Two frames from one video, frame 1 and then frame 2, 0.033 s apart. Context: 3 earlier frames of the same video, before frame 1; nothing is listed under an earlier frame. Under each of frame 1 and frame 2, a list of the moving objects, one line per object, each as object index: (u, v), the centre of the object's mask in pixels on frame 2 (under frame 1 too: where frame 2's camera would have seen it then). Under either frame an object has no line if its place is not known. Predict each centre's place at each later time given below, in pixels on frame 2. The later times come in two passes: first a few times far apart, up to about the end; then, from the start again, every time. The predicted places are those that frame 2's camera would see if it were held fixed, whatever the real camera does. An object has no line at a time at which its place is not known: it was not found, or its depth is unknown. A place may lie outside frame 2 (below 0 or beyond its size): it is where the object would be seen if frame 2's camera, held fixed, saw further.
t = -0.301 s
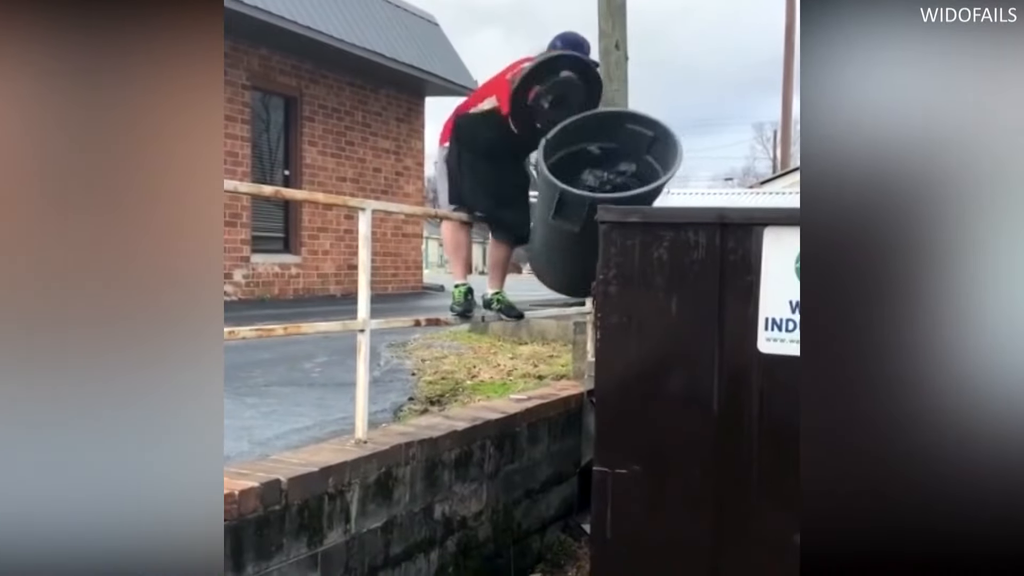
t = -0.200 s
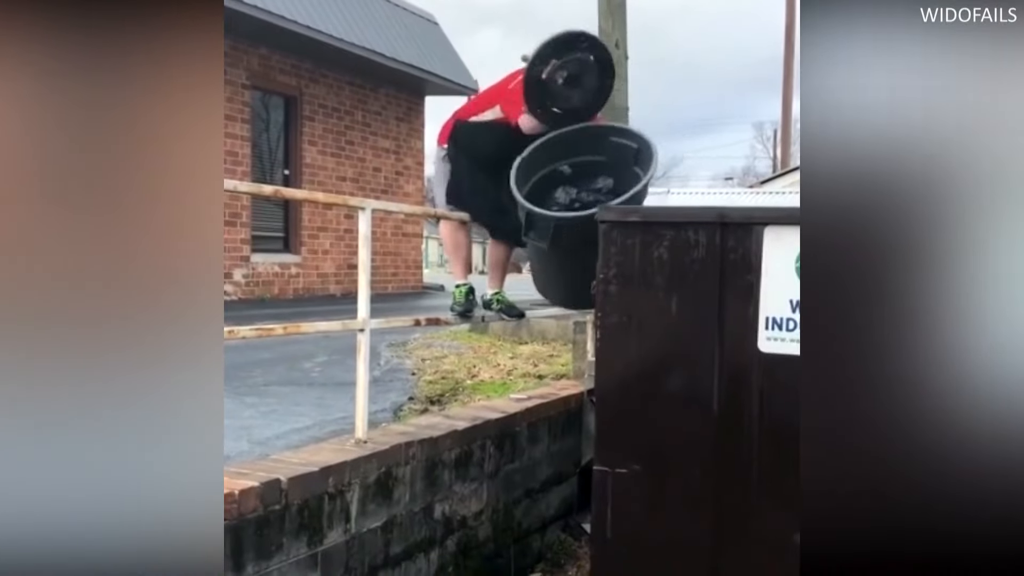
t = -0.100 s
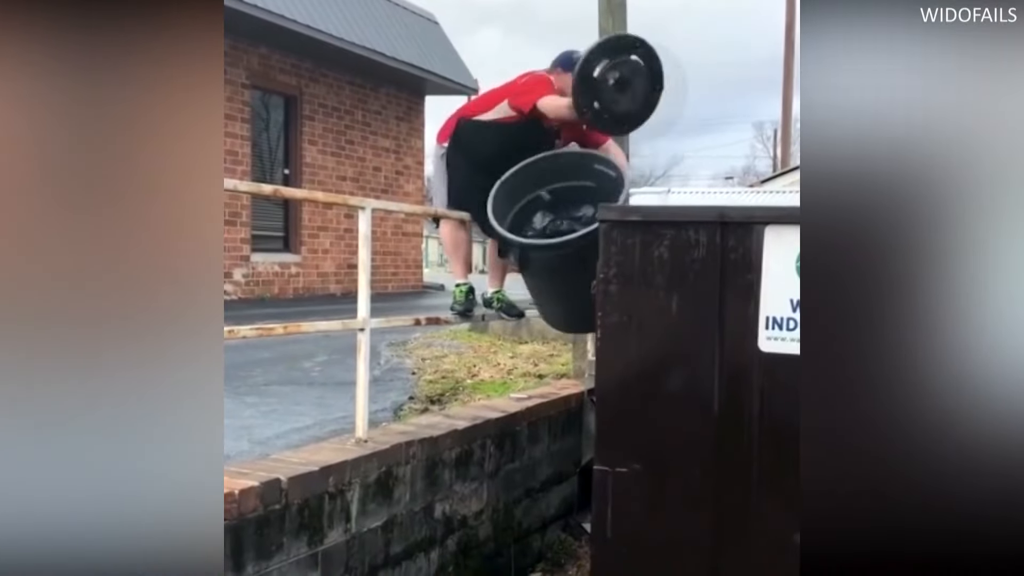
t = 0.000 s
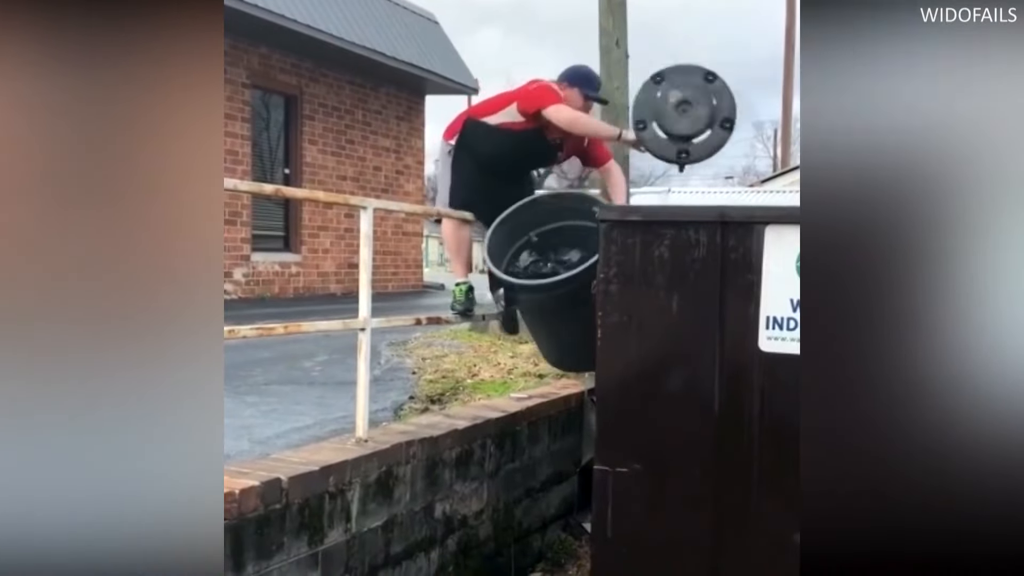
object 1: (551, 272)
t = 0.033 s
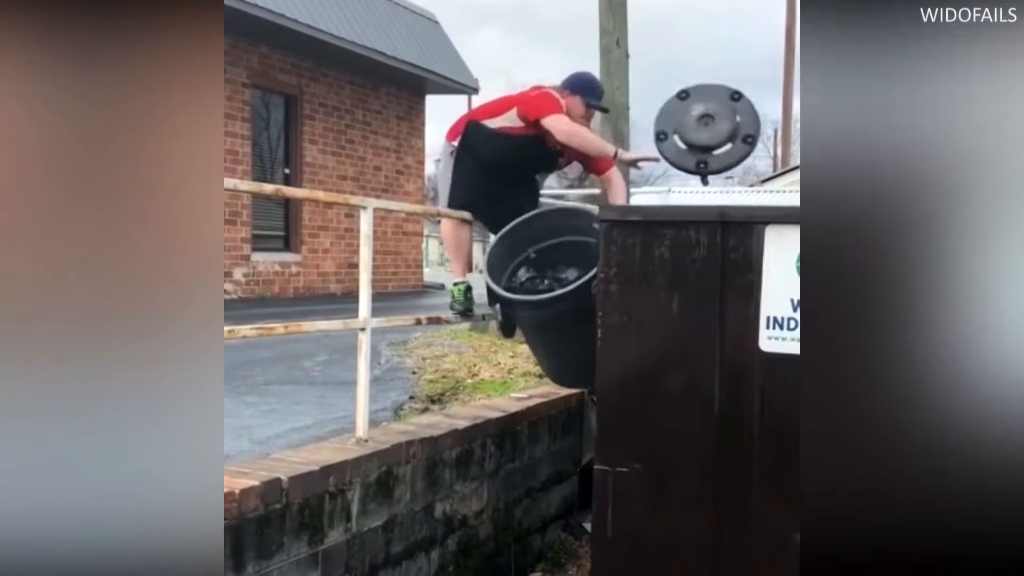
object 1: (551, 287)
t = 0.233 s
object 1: (552, 422)
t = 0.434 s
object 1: (554, 496)
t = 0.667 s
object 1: (554, 498)
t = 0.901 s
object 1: (554, 499)
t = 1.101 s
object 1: (554, 501)
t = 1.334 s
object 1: (553, 504)
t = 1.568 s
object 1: (553, 506)
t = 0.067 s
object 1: (549, 305)
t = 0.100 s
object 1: (548, 329)
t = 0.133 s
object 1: (547, 350)
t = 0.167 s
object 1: (546, 370)
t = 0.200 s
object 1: (545, 398)
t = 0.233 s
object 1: (552, 422)
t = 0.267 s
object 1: (557, 457)
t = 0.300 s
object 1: (555, 475)
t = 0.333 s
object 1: (553, 492)
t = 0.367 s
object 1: (553, 496)
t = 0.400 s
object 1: (553, 496)
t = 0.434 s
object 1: (554, 496)
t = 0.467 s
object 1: (554, 497)
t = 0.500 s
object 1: (554, 497)
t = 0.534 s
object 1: (554, 497)
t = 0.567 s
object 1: (554, 497)
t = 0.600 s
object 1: (555, 497)
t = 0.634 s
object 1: (554, 498)
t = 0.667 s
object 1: (554, 498)
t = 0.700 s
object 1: (554, 498)
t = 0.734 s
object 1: (554, 498)
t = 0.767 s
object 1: (554, 498)
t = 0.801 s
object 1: (554, 498)
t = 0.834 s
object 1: (554, 499)
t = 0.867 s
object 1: (554, 499)
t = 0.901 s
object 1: (554, 499)
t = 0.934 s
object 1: (554, 499)
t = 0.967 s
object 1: (554, 500)
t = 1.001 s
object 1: (554, 500)
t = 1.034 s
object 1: (554, 501)
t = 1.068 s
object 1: (554, 501)
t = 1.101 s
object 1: (554, 501)
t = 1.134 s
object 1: (553, 502)
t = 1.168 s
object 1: (553, 502)
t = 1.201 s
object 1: (553, 502)
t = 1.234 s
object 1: (553, 502)
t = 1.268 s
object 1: (553, 503)
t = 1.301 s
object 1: (553, 503)
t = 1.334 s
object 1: (553, 504)
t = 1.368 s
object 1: (553, 504)
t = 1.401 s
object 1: (553, 504)
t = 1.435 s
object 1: (553, 505)
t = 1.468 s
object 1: (553, 505)
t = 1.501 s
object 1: (554, 505)
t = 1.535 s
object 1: (554, 505)
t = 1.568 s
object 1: (553, 506)
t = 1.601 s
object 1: (553, 506)
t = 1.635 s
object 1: (553, 506)
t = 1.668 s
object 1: (553, 506)
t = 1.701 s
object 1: (553, 506)
